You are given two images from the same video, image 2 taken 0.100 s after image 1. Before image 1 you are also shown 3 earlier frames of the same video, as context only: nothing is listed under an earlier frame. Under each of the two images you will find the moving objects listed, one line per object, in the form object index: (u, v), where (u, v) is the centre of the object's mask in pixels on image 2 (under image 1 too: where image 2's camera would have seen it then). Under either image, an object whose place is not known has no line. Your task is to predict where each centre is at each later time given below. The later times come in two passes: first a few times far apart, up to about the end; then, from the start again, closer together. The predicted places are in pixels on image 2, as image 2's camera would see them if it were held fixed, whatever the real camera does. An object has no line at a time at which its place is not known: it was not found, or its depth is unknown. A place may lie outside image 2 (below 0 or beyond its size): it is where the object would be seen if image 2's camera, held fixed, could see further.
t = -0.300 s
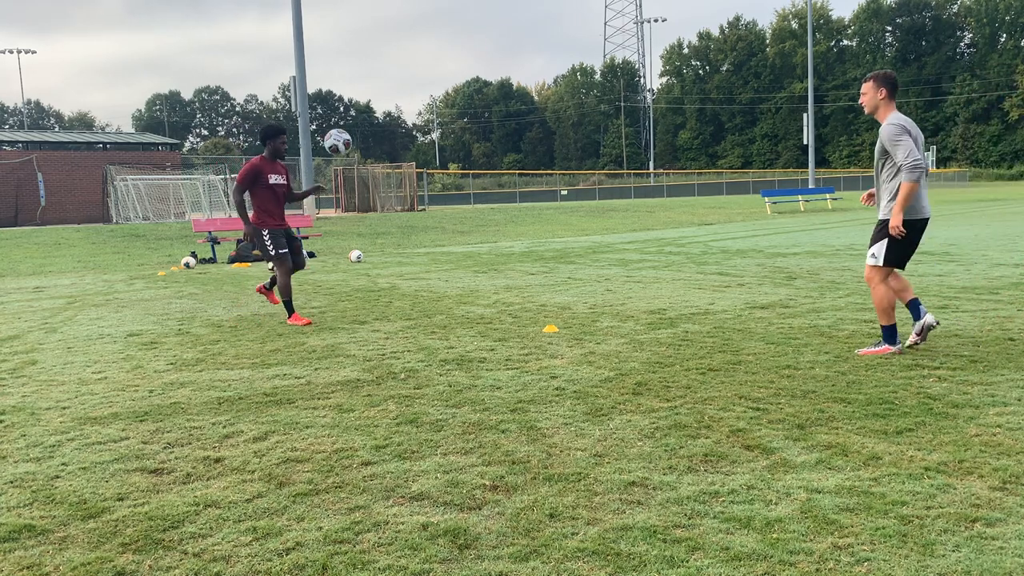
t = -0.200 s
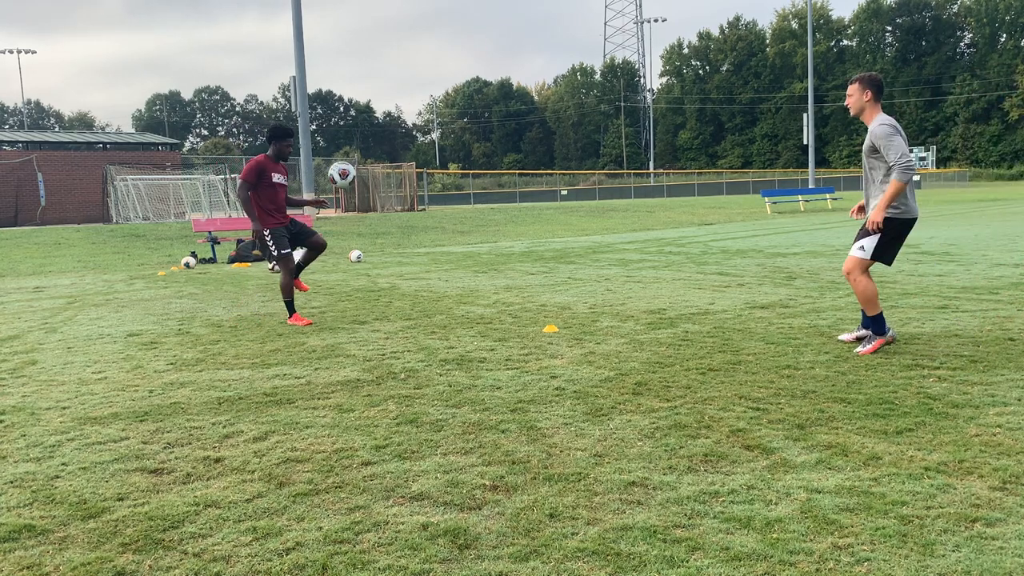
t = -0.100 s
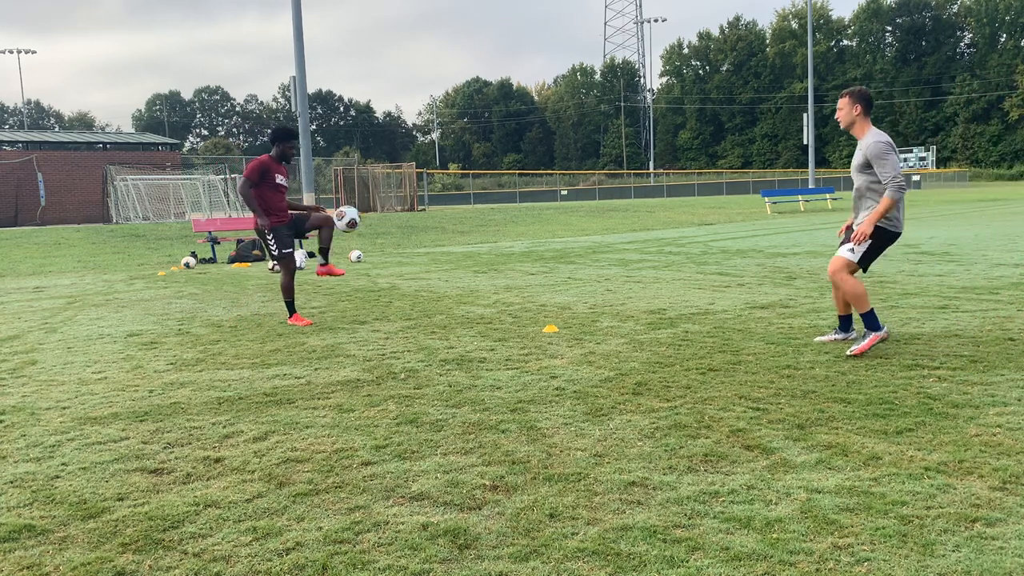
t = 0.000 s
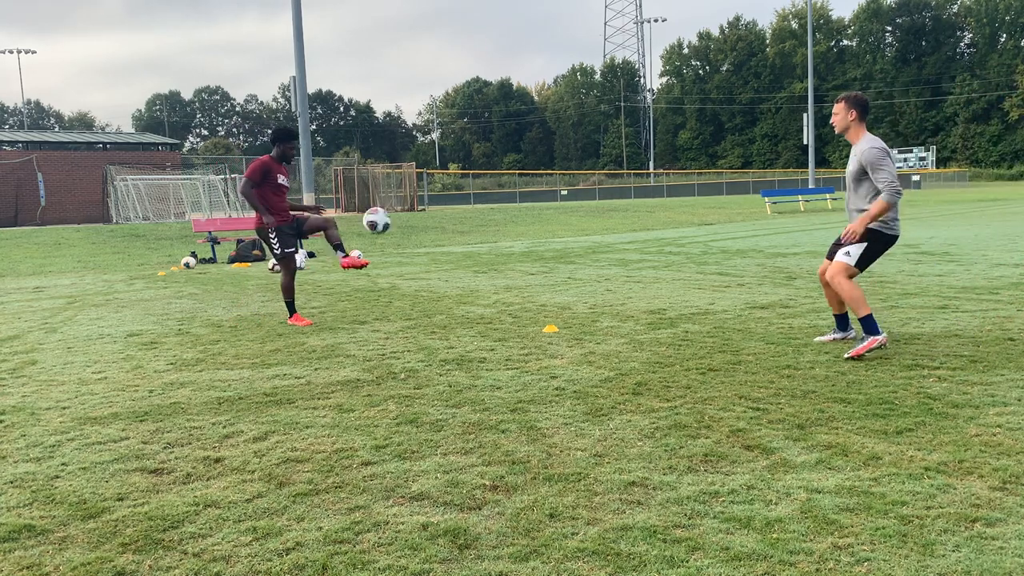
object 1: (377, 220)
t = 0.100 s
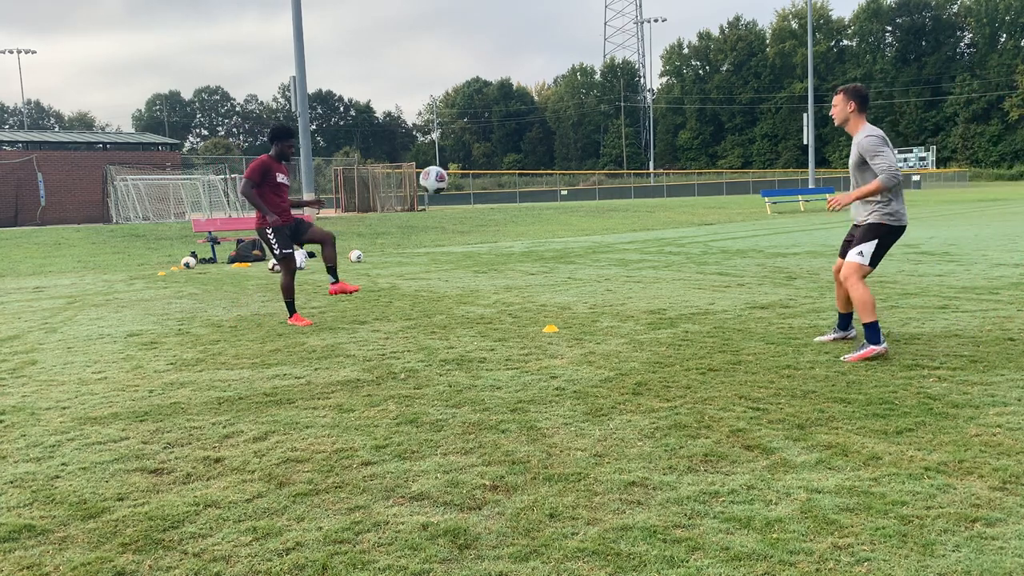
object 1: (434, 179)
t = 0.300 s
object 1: (562, 129)
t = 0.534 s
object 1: (741, 137)
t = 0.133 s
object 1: (453, 168)
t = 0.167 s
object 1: (474, 158)
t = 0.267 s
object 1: (539, 134)
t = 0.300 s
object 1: (562, 129)
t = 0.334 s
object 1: (586, 126)
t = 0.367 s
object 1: (610, 123)
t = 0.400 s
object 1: (634, 122)
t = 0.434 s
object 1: (660, 124)
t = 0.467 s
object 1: (686, 127)
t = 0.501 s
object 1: (713, 131)
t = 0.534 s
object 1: (741, 137)
